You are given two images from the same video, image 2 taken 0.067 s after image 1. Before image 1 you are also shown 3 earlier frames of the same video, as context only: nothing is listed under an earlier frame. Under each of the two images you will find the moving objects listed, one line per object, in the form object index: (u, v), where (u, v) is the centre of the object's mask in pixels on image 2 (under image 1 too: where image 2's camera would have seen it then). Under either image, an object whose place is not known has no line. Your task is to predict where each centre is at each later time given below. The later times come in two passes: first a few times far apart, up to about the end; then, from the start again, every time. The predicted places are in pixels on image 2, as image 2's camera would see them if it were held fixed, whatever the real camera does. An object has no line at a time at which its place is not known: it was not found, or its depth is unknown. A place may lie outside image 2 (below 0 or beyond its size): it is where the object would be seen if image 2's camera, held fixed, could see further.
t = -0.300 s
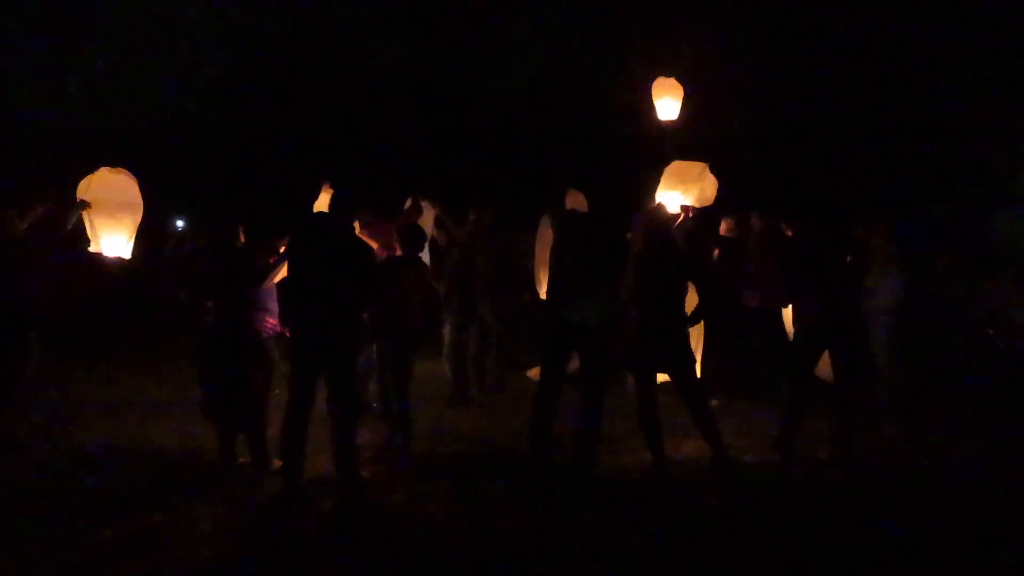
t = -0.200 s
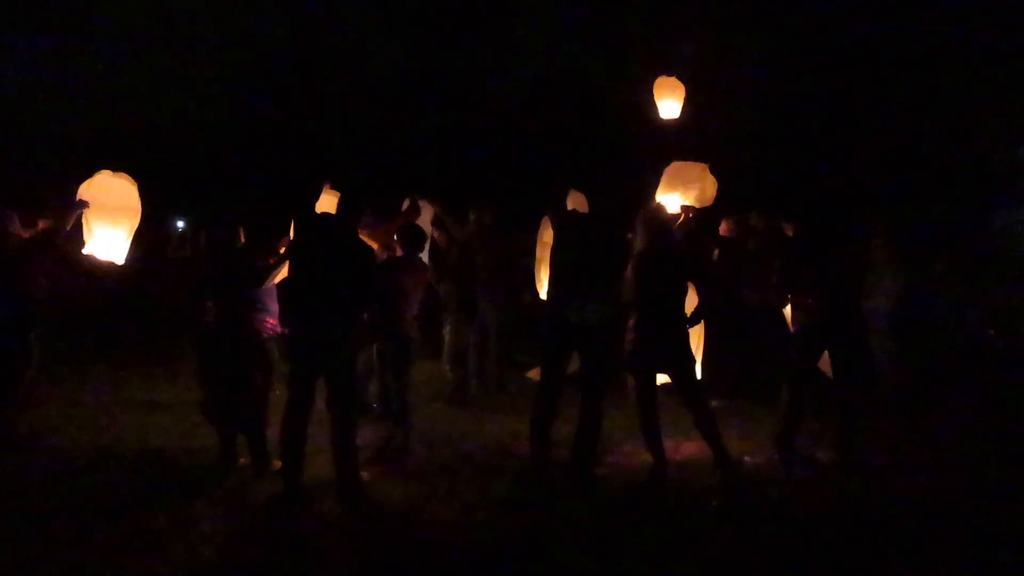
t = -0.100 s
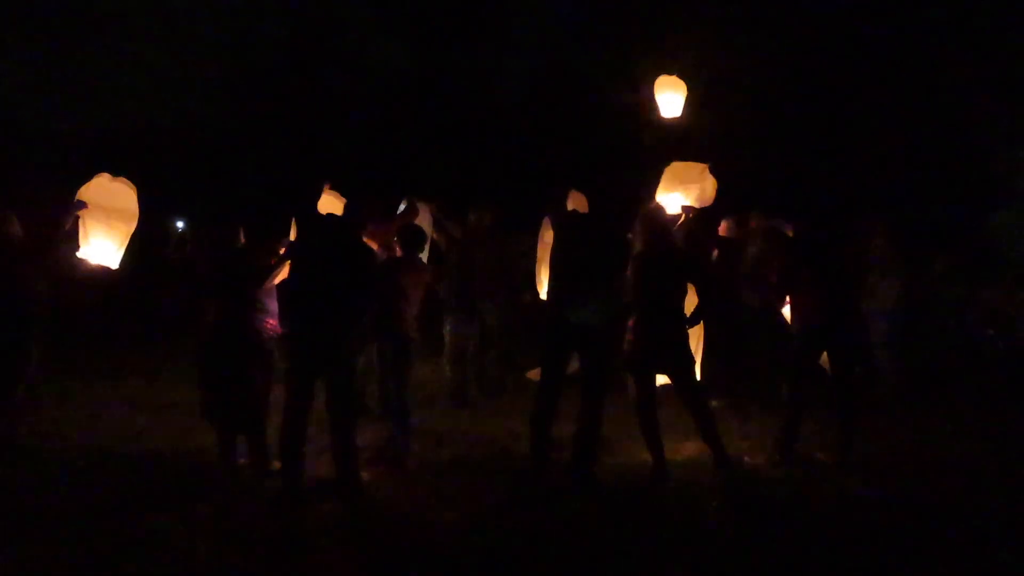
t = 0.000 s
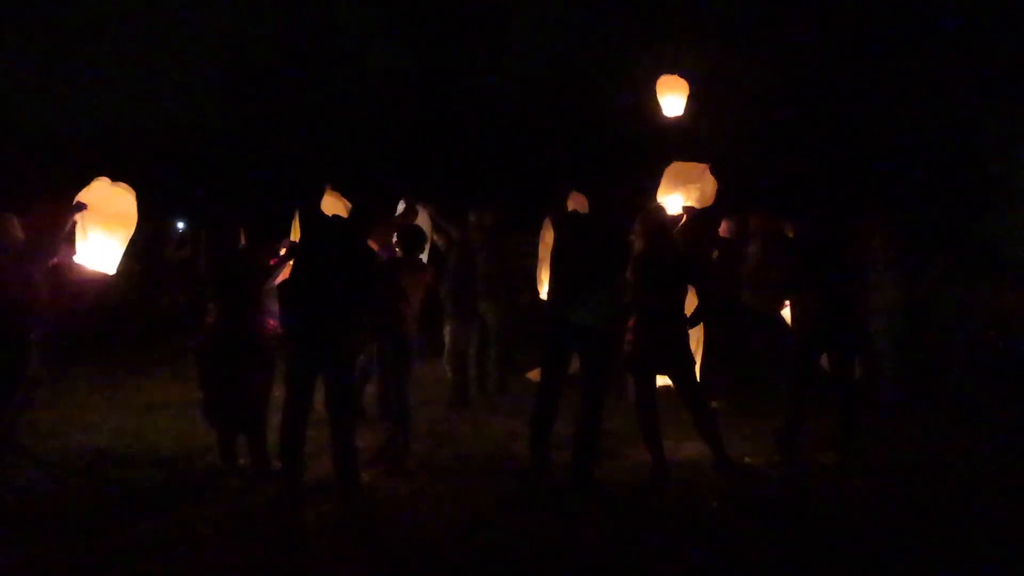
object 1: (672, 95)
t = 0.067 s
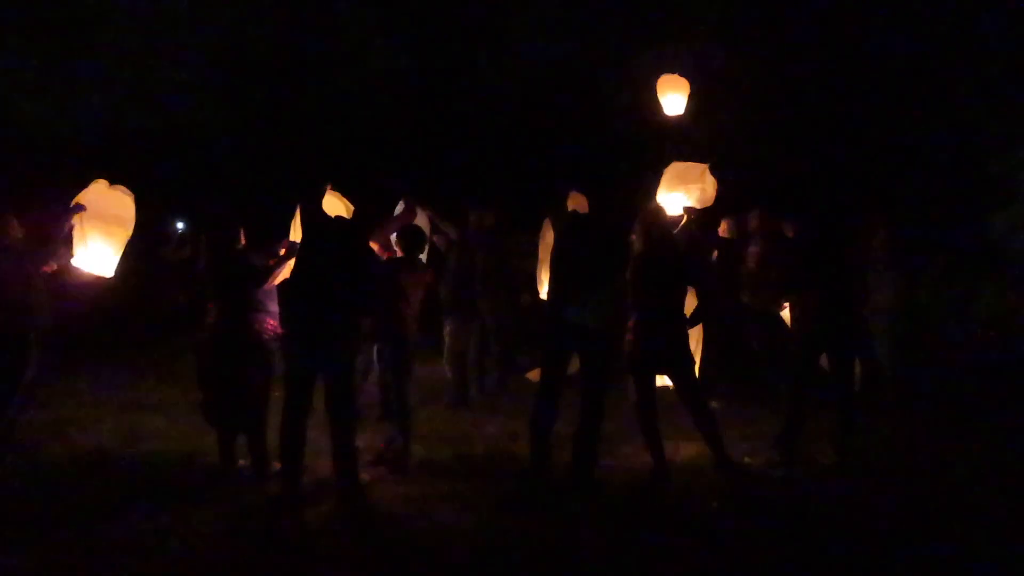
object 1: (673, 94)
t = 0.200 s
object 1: (675, 92)
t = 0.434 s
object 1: (679, 89)
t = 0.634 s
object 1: (683, 86)
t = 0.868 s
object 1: (686, 82)
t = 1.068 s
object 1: (690, 79)
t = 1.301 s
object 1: (693, 76)
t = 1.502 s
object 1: (696, 73)
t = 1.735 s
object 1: (698, 71)
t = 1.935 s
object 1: (700, 68)
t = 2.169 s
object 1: (702, 64)
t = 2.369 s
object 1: (703, 62)
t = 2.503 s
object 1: (701, 63)
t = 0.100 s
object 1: (674, 93)
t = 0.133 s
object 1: (674, 93)
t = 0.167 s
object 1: (675, 92)
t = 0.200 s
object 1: (675, 92)
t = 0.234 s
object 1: (676, 91)
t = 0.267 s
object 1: (676, 91)
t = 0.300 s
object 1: (677, 90)
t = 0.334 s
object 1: (677, 90)
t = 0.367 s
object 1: (678, 89)
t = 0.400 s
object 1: (678, 89)
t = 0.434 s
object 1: (679, 89)
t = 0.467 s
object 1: (680, 88)
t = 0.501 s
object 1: (680, 88)
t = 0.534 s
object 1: (681, 87)
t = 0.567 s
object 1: (682, 86)
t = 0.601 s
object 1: (682, 86)
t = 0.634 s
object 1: (683, 86)
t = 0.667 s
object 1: (683, 85)
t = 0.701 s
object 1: (683, 84)
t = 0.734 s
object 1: (684, 84)
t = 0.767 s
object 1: (685, 84)
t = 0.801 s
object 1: (685, 83)
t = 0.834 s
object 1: (686, 83)
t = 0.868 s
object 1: (686, 82)
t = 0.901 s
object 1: (687, 82)
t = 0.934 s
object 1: (688, 81)
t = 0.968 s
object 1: (688, 81)
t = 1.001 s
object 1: (689, 80)
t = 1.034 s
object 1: (690, 80)
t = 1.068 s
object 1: (690, 79)
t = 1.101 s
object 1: (691, 79)
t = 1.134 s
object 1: (691, 79)
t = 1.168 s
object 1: (691, 78)
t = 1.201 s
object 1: (692, 77)
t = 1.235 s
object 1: (693, 77)
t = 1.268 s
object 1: (693, 76)
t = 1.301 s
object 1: (693, 76)
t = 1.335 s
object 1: (694, 75)
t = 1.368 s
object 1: (694, 75)
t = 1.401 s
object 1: (695, 75)
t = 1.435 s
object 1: (695, 74)
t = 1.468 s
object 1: (696, 74)
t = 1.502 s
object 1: (696, 73)
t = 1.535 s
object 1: (696, 73)
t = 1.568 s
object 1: (697, 72)
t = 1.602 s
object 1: (697, 72)
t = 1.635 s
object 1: (698, 72)
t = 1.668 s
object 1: (698, 71)
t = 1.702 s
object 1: (698, 71)
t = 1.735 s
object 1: (698, 71)
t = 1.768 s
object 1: (699, 70)
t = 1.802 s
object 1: (699, 70)
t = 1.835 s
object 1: (699, 70)
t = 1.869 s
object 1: (700, 69)
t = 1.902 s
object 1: (700, 69)
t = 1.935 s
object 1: (700, 68)
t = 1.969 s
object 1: (700, 67)
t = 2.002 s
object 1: (700, 67)
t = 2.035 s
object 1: (700, 66)
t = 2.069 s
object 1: (701, 66)
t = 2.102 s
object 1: (702, 65)
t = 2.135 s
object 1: (702, 65)
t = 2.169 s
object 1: (702, 64)
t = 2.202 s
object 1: (702, 64)
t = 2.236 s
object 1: (702, 63)
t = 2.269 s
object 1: (703, 63)
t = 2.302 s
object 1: (703, 62)
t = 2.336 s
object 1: (702, 62)
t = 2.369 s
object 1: (703, 62)
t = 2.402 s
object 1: (703, 62)
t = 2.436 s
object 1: (703, 61)
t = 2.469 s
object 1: (701, 62)
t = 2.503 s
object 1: (701, 63)
